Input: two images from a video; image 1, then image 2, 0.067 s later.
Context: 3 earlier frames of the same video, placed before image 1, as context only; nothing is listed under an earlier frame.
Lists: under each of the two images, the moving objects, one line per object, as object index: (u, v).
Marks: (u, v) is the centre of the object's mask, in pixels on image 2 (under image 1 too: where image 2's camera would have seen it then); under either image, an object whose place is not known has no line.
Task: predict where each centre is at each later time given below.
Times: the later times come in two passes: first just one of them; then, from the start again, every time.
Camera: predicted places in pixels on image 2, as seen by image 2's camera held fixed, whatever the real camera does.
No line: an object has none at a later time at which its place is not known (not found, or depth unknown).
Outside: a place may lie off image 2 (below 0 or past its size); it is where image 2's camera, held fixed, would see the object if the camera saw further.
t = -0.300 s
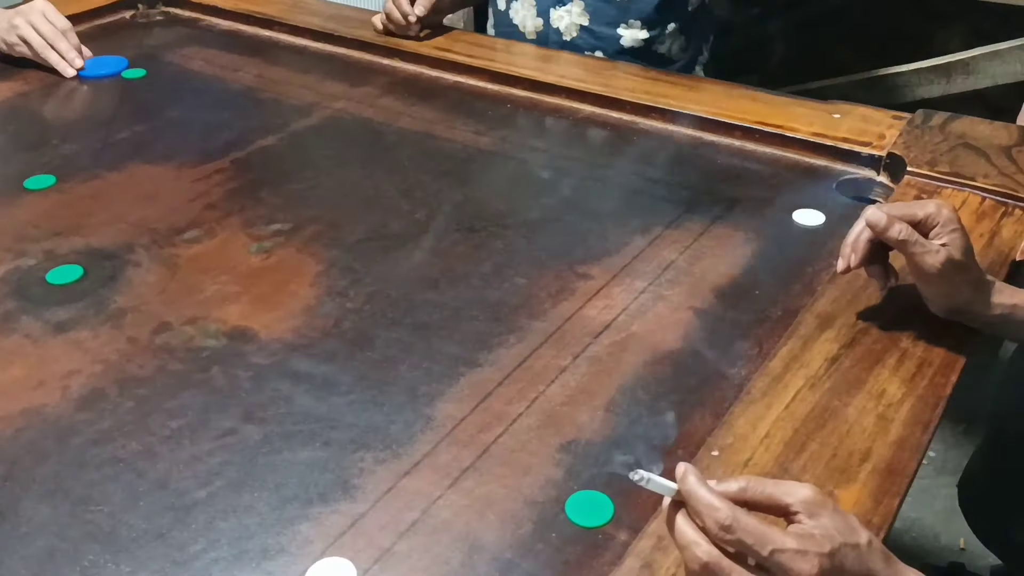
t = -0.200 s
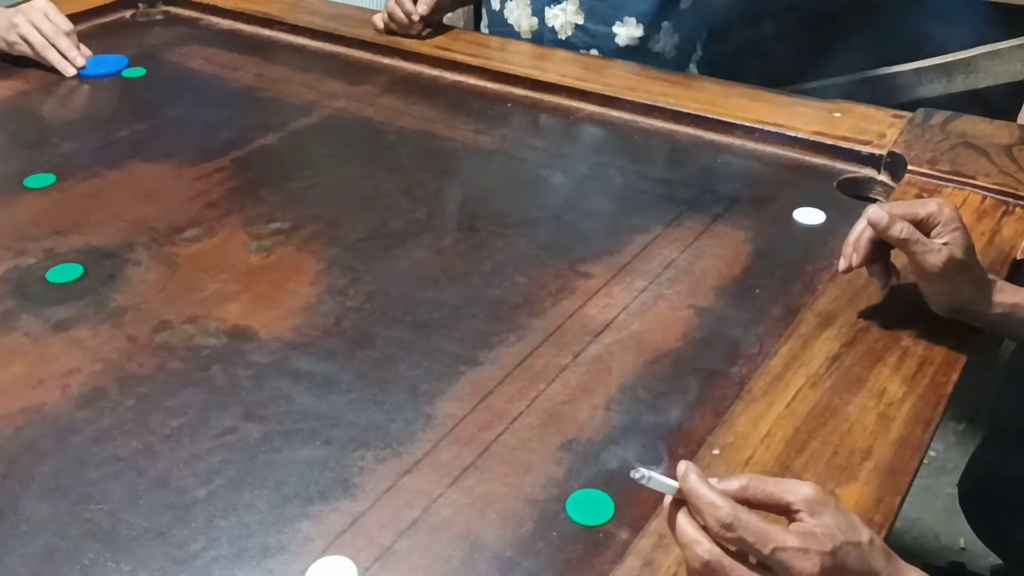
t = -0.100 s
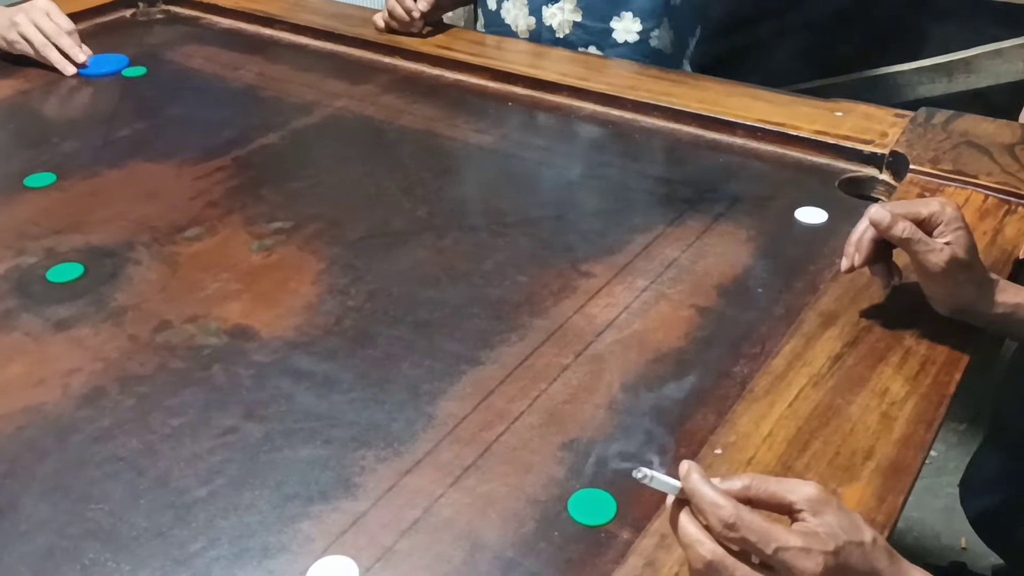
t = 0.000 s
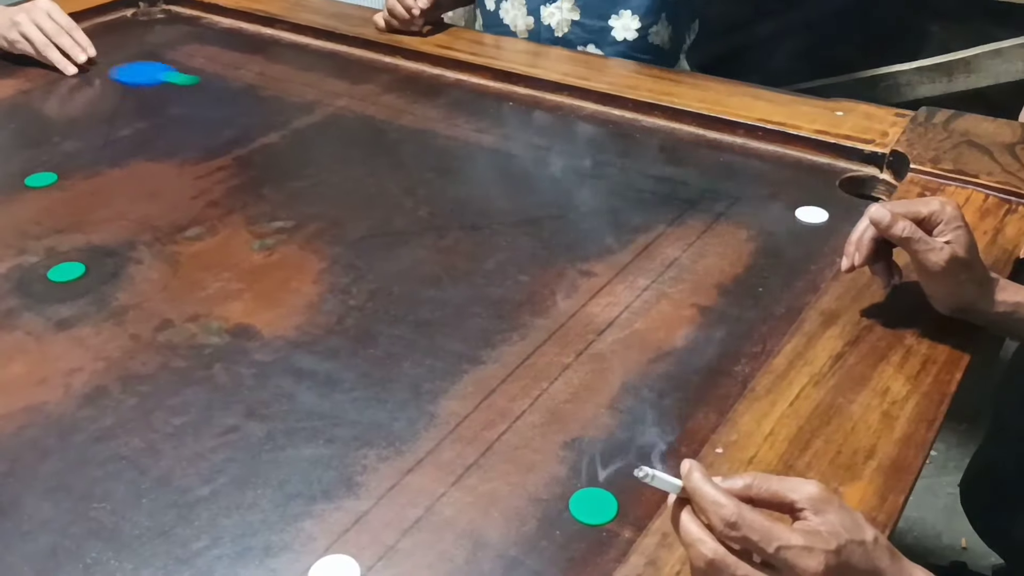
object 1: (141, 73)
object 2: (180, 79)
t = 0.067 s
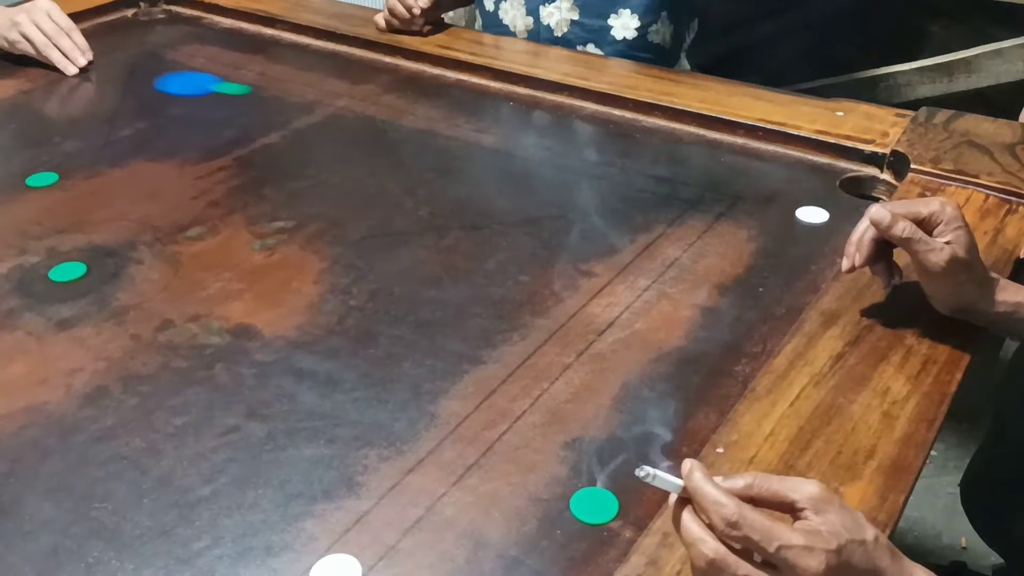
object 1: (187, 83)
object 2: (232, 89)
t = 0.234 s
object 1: (308, 111)
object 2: (362, 113)
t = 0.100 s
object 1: (209, 89)
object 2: (257, 93)
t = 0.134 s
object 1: (234, 94)
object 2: (283, 98)
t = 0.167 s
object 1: (257, 100)
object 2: (309, 103)
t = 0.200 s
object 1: (283, 106)
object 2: (336, 108)
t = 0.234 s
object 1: (308, 111)
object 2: (362, 113)
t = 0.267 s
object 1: (333, 116)
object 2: (389, 117)
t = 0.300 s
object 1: (359, 122)
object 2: (415, 122)
